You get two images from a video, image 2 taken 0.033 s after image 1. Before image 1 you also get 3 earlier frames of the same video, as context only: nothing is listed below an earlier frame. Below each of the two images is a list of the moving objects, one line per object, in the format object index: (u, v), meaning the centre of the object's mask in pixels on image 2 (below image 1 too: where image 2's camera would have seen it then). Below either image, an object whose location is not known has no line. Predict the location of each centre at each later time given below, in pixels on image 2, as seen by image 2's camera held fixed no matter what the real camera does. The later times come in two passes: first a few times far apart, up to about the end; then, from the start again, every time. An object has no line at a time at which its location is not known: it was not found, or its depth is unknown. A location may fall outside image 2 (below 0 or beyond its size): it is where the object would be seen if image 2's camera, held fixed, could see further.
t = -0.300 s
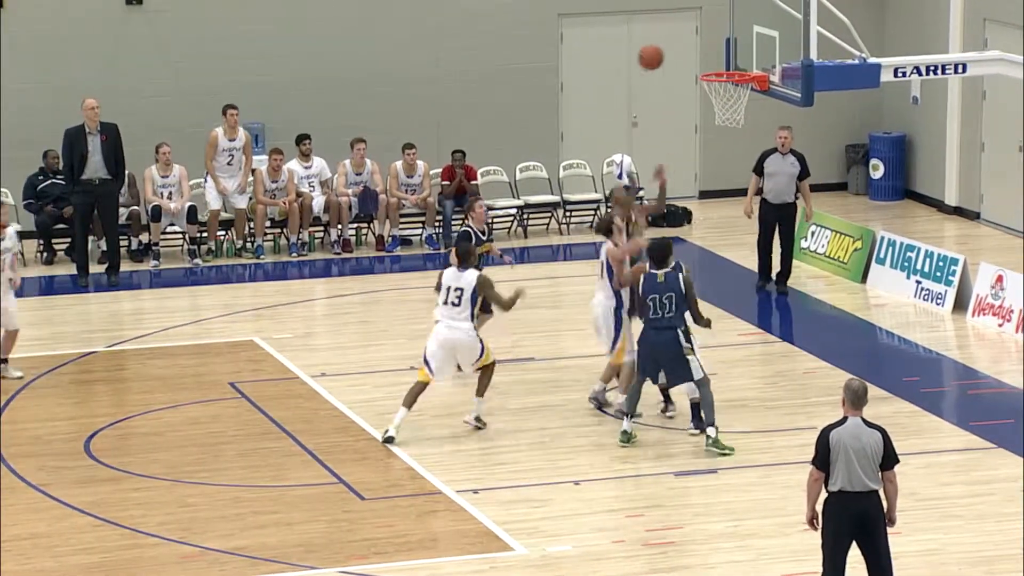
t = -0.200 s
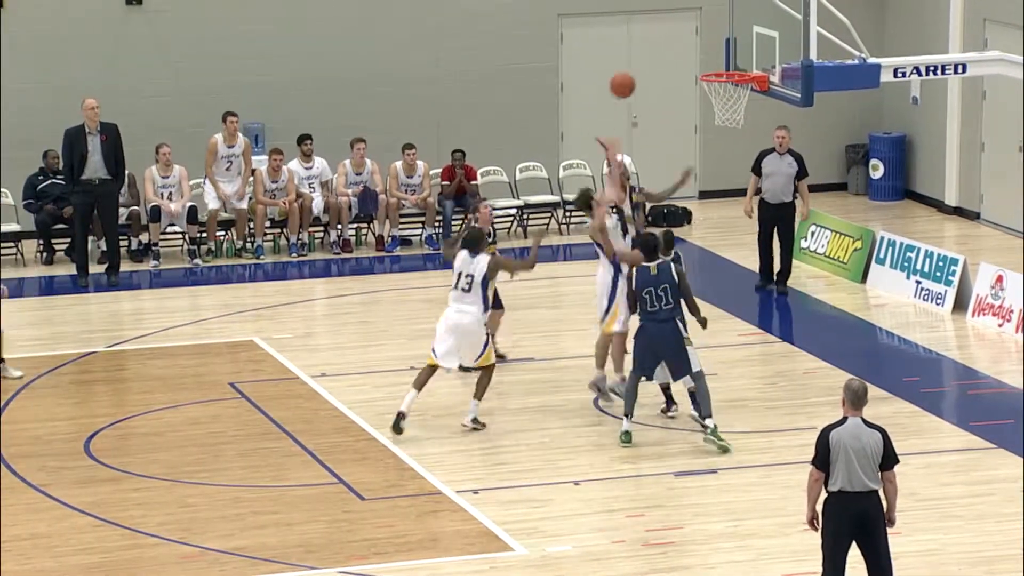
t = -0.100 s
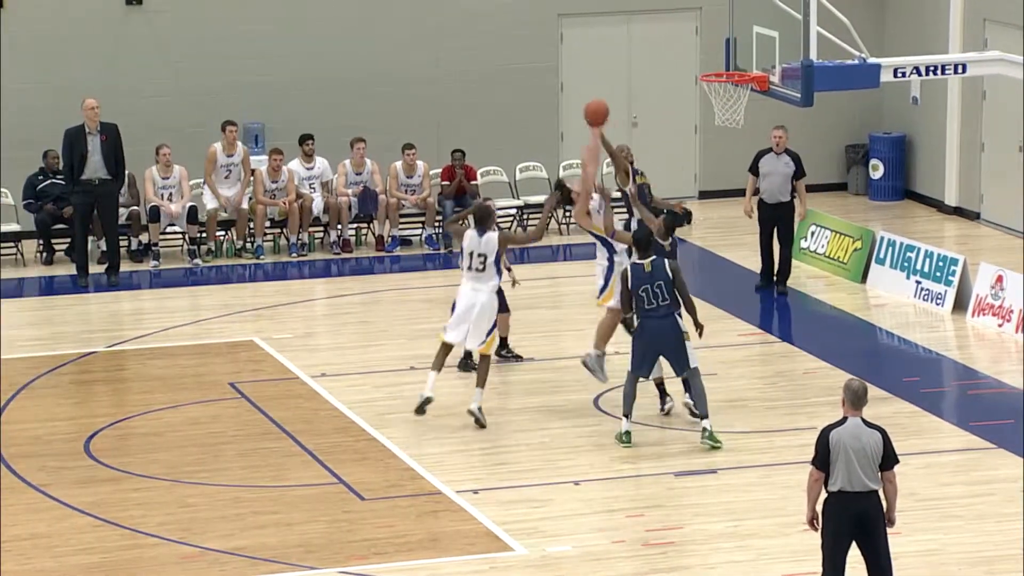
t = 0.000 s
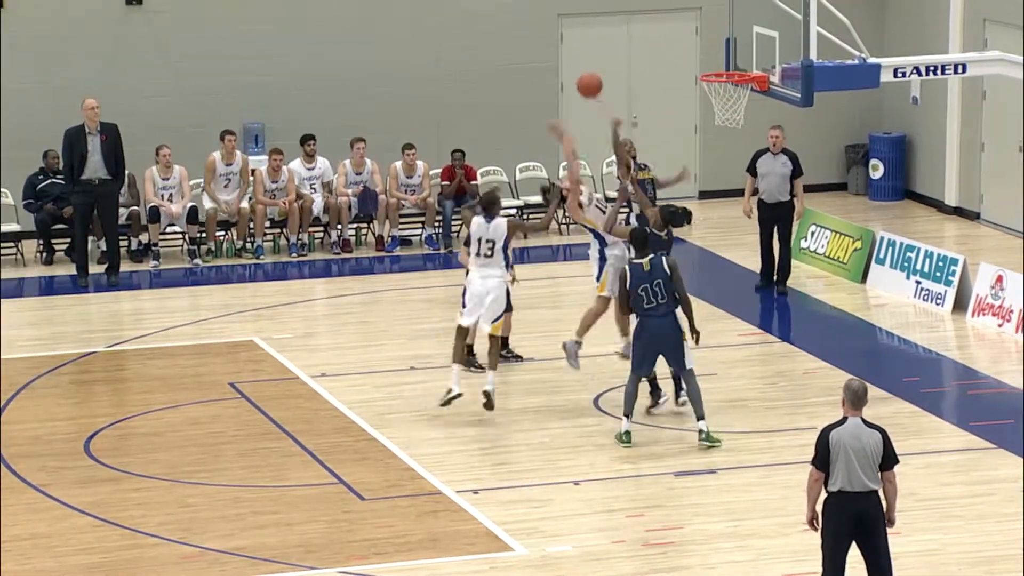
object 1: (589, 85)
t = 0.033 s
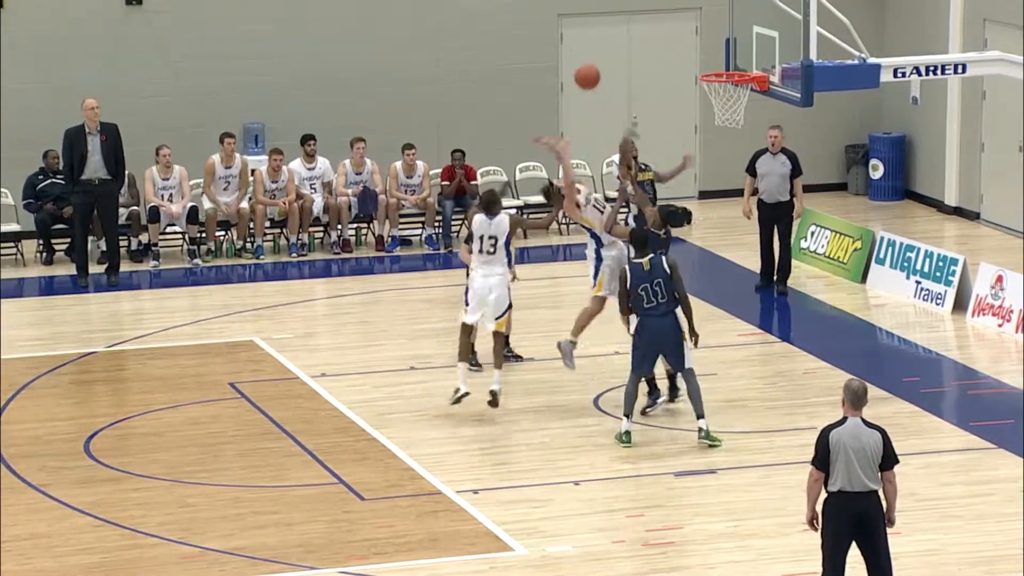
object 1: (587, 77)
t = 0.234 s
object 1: (574, 49)
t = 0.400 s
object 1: (564, 59)
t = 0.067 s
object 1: (585, 69)
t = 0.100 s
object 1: (583, 63)
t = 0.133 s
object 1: (581, 58)
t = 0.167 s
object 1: (579, 54)
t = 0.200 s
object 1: (577, 51)
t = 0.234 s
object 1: (574, 49)
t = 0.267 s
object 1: (572, 49)
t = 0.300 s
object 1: (570, 50)
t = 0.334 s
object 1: (568, 52)
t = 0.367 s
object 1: (566, 55)
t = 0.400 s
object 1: (564, 59)
